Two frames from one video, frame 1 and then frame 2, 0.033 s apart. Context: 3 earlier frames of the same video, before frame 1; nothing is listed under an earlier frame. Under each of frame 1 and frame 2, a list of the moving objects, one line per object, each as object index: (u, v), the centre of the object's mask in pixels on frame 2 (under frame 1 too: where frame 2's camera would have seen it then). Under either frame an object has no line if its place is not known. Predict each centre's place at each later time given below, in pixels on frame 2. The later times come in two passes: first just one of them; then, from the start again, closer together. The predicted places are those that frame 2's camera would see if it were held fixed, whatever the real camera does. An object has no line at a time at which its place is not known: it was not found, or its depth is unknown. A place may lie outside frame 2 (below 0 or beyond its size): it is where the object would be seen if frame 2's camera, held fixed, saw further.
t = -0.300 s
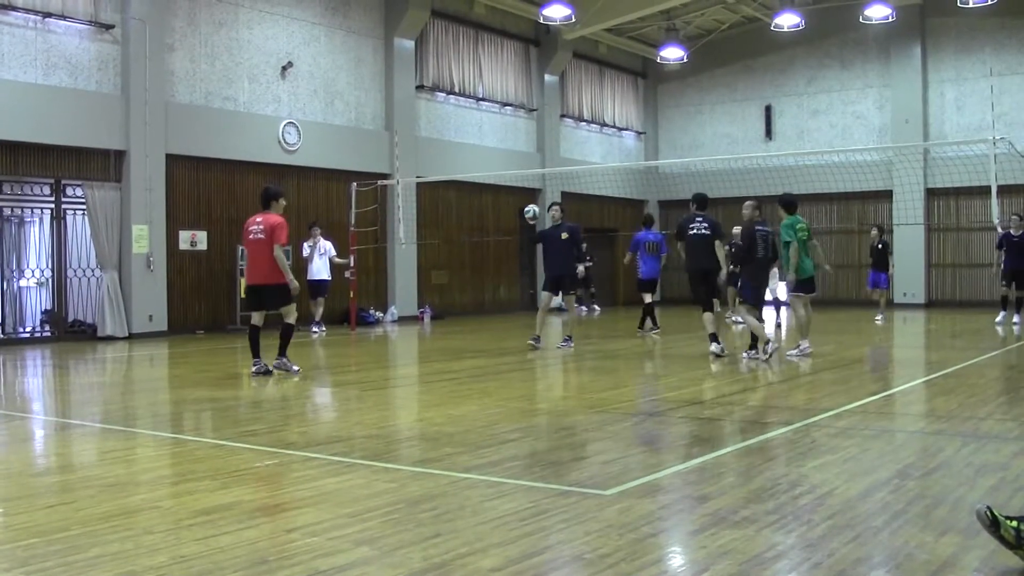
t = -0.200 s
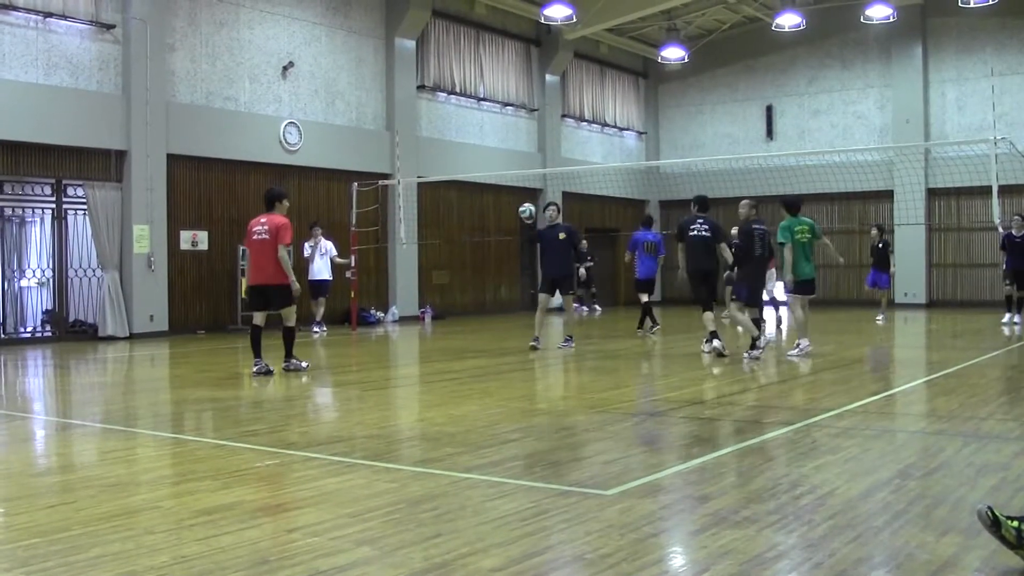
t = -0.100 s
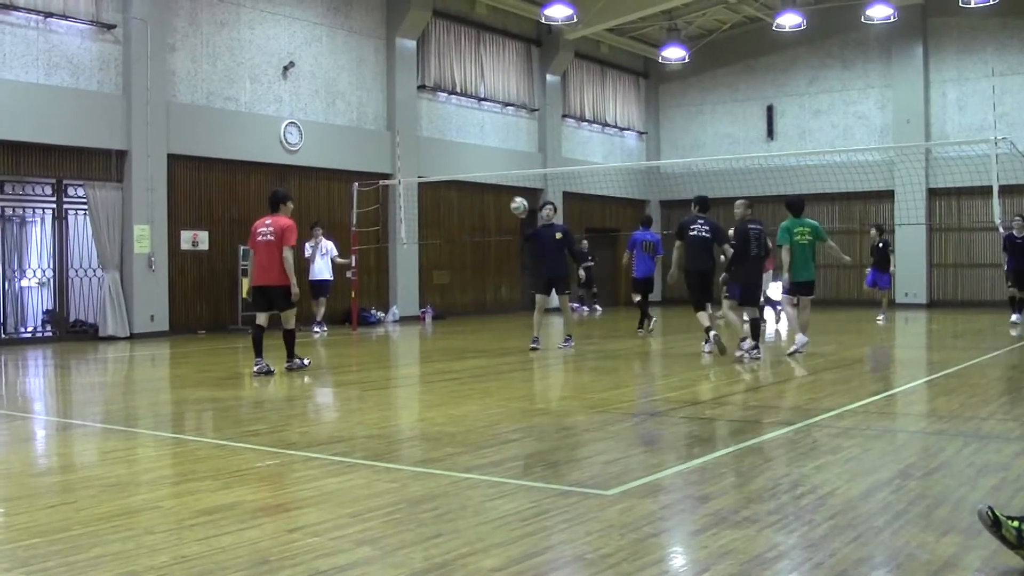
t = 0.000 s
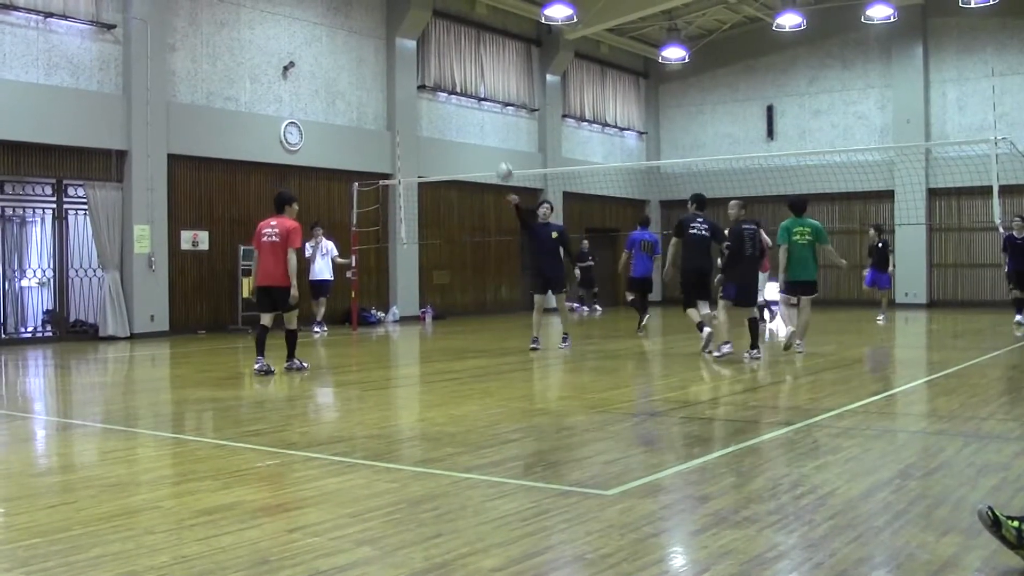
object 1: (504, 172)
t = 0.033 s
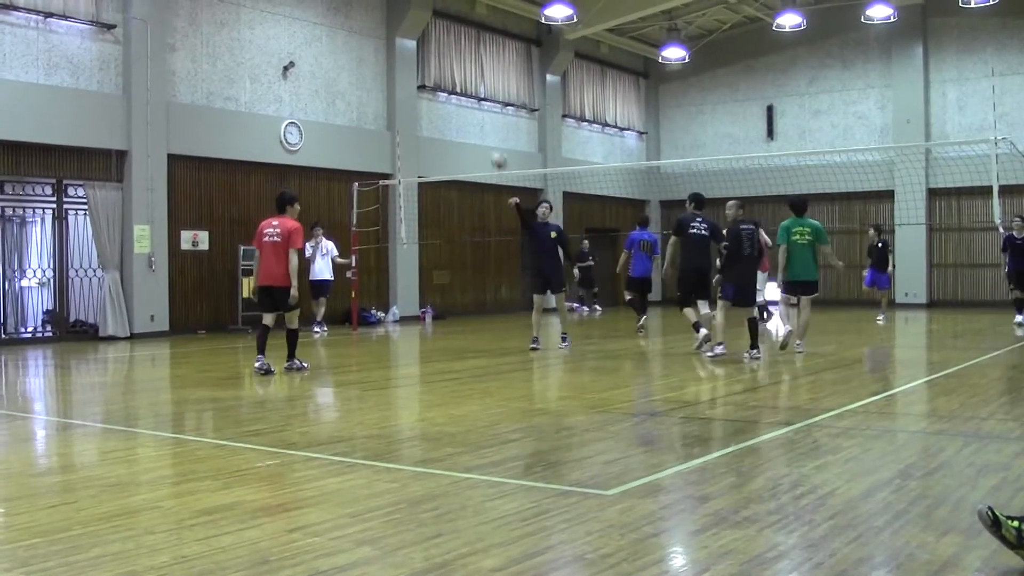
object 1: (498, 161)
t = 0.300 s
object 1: (450, 85)
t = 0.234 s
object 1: (464, 100)
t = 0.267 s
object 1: (457, 92)
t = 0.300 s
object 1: (450, 85)
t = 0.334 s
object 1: (444, 80)
